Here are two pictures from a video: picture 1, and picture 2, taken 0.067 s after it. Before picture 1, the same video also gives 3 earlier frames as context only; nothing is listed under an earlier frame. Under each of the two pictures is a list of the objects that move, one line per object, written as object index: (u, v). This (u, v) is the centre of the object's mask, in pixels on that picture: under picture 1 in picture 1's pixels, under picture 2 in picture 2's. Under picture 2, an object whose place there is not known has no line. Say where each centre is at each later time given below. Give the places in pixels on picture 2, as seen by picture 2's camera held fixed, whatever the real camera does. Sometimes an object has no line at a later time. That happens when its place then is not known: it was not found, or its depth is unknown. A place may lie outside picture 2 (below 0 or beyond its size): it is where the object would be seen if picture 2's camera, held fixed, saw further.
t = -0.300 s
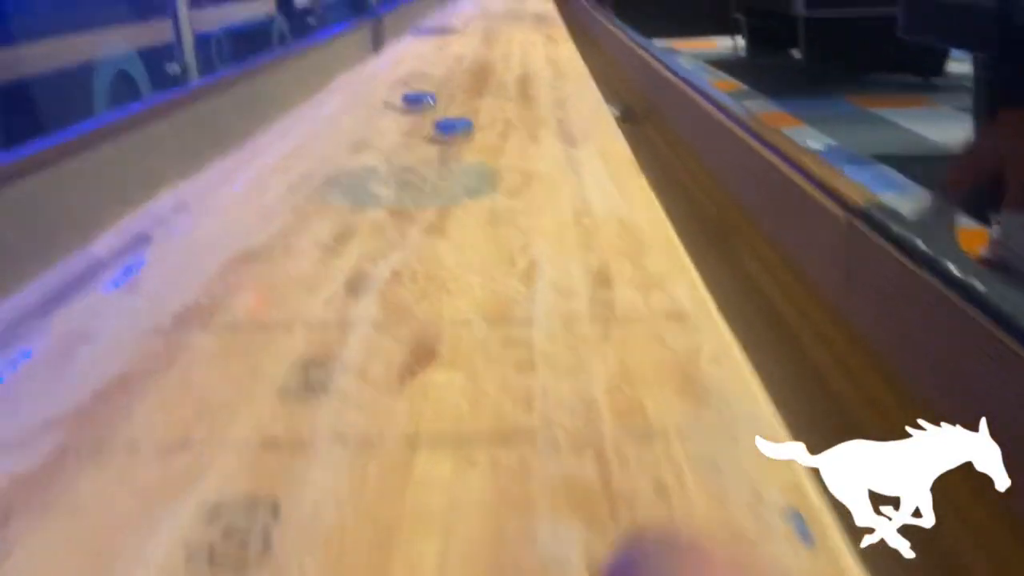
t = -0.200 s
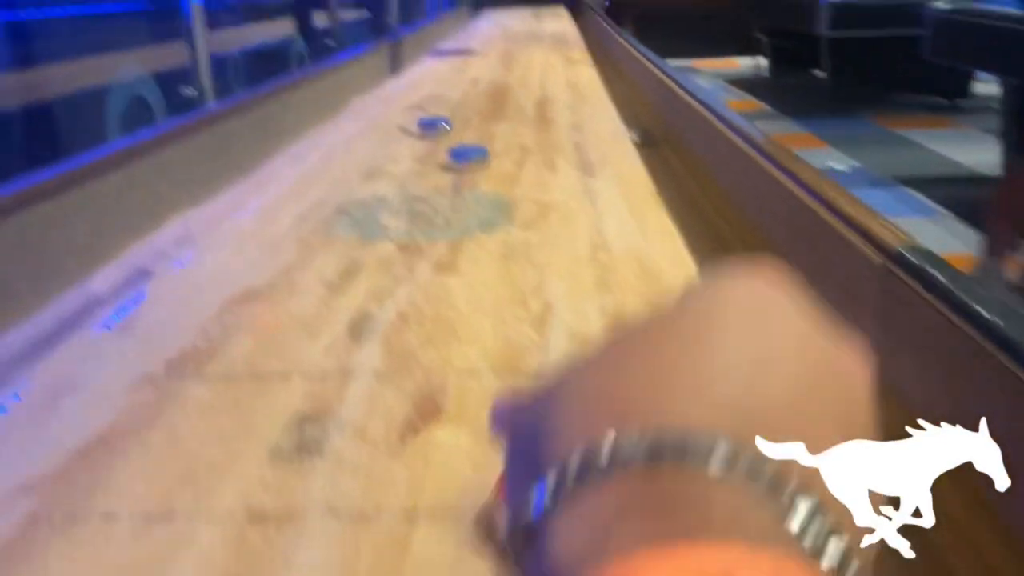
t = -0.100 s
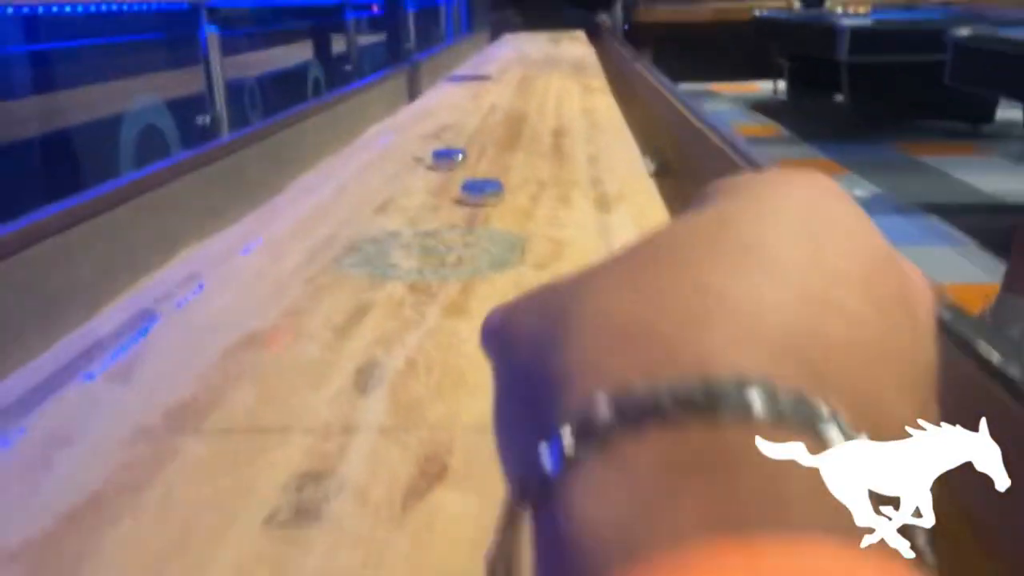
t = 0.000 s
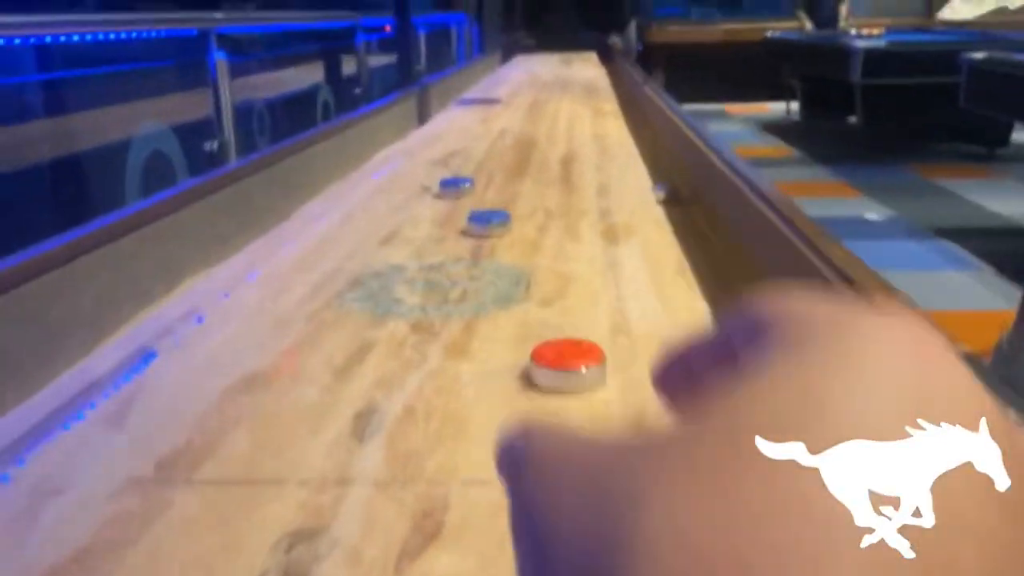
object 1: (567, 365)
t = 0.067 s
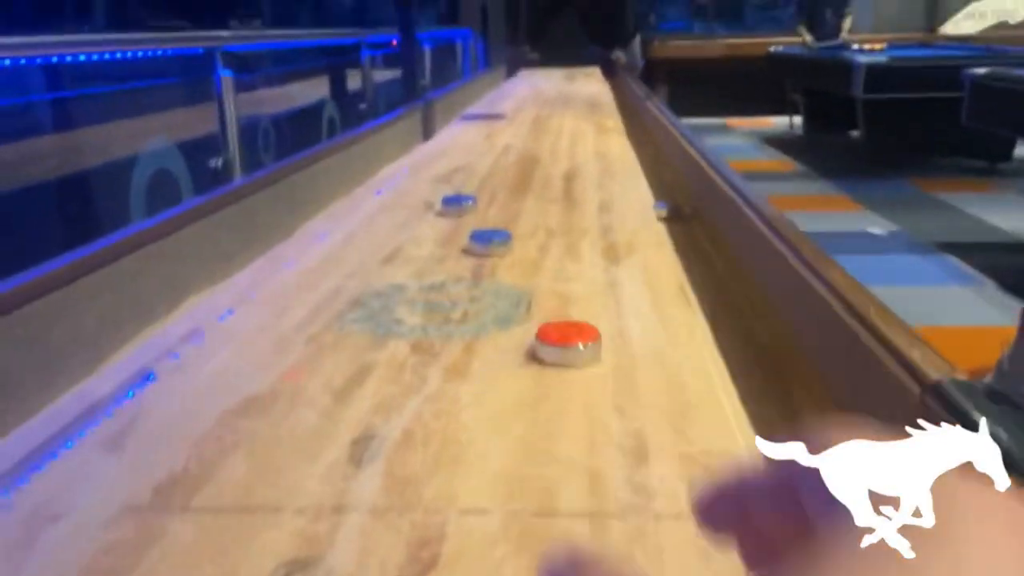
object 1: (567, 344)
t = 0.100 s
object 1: (568, 325)
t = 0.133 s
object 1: (568, 308)
